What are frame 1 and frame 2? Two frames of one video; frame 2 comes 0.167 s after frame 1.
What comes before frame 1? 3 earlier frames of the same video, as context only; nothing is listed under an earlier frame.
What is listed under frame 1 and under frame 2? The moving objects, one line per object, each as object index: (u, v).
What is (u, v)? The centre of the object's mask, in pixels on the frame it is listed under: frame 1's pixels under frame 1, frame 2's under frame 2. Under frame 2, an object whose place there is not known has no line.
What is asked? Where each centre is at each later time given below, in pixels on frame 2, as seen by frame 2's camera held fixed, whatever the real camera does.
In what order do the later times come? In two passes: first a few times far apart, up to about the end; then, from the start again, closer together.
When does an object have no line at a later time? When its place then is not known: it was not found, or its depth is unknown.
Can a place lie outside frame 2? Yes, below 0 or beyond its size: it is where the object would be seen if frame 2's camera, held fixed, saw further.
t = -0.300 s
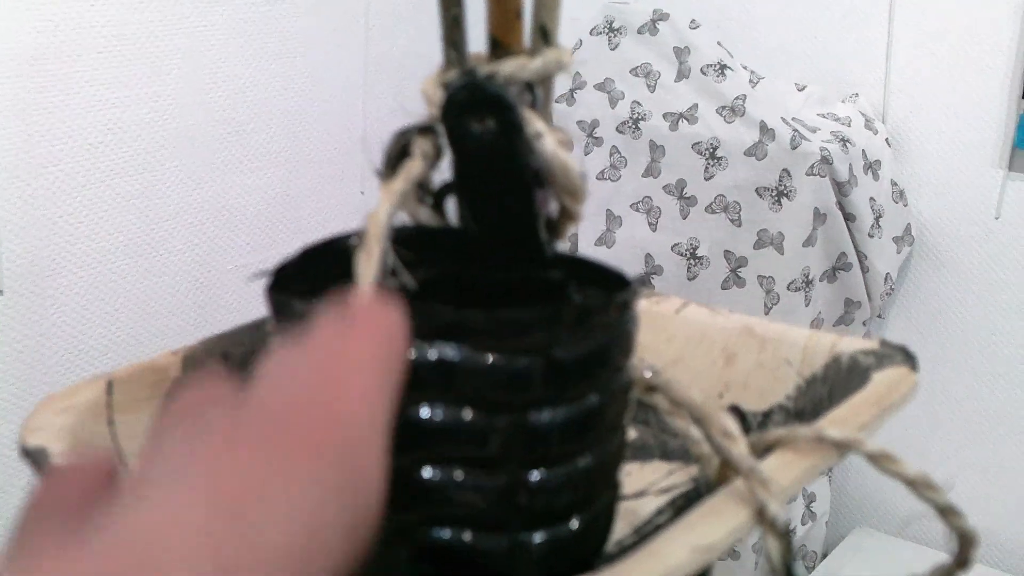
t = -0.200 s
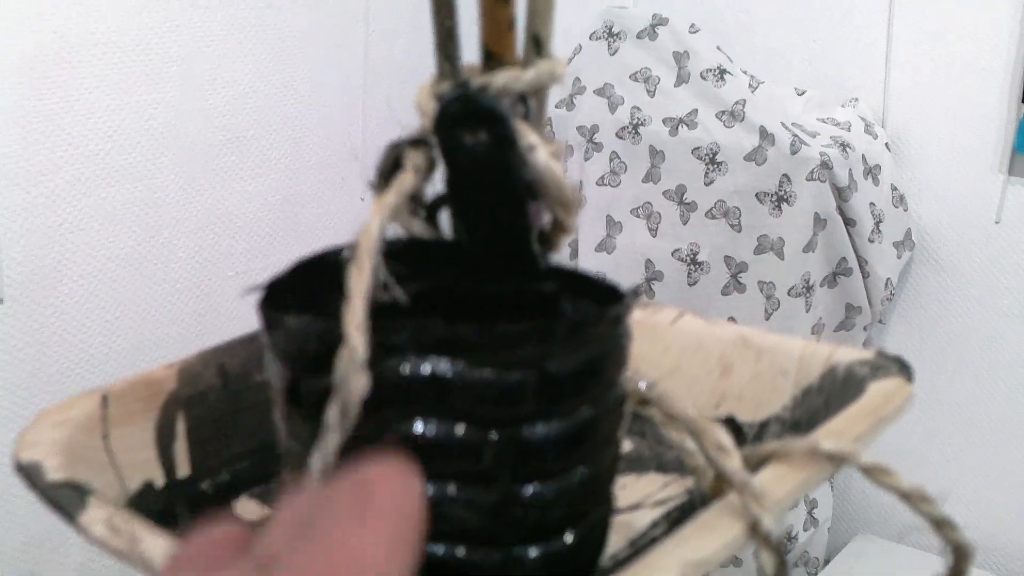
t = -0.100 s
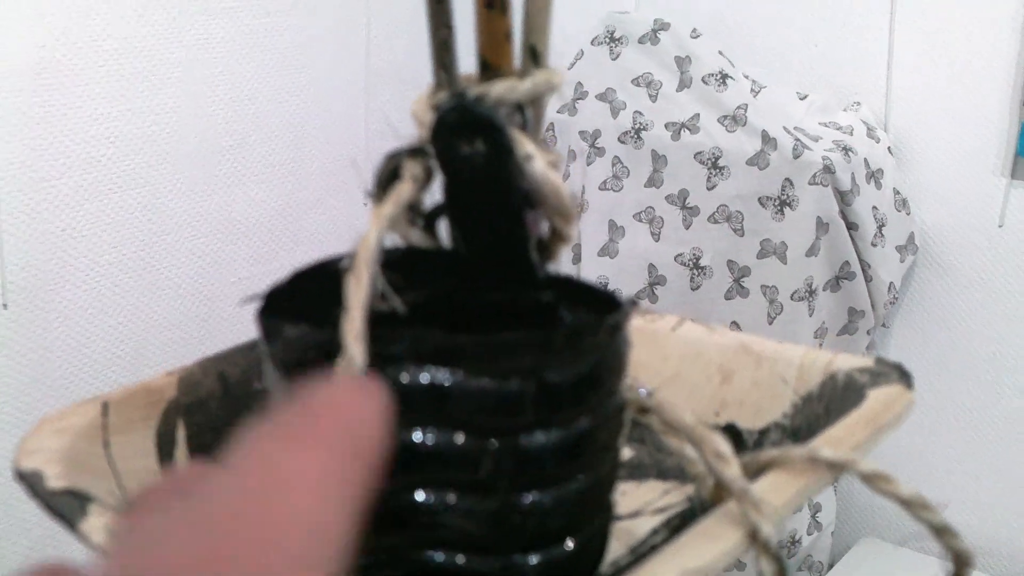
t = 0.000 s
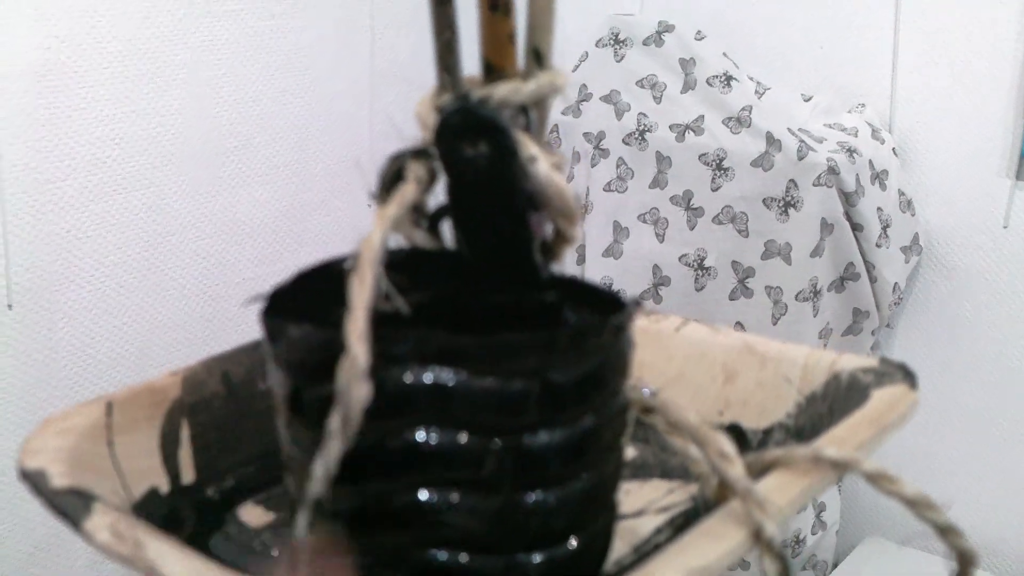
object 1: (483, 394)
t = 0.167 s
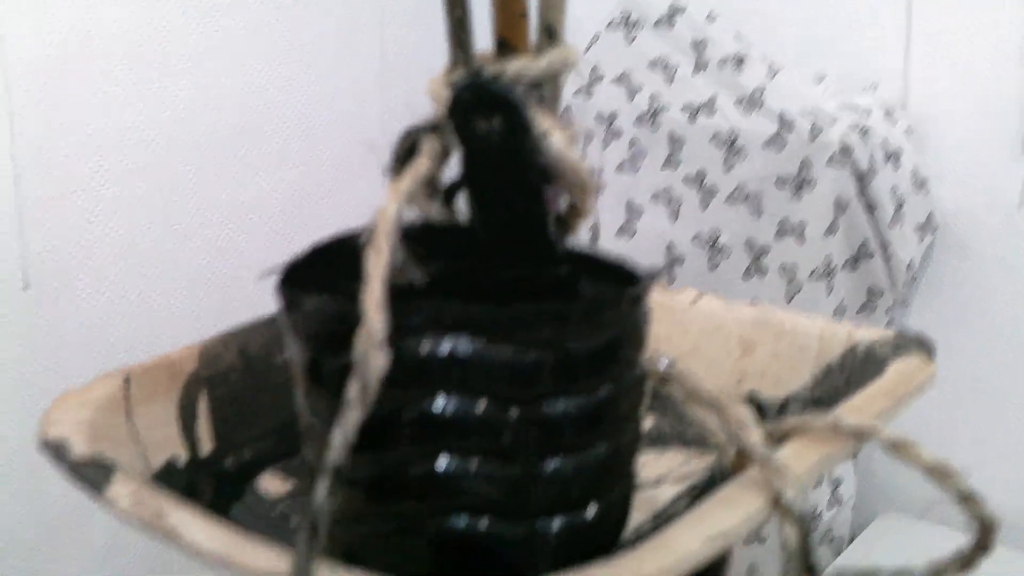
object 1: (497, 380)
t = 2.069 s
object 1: (500, 380)
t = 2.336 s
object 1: (500, 382)
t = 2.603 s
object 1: (504, 363)
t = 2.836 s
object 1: (506, 355)
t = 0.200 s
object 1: (497, 382)
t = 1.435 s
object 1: (499, 382)
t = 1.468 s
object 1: (482, 376)
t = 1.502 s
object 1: (500, 382)
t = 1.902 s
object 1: (499, 382)
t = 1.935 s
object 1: (499, 383)
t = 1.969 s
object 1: (500, 382)
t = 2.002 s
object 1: (500, 381)
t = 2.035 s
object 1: (501, 381)
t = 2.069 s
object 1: (500, 380)
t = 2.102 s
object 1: (501, 378)
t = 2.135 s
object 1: (501, 378)
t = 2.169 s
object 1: (501, 379)
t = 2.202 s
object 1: (501, 378)
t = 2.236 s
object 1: (501, 378)
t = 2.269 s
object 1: (501, 380)
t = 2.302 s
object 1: (500, 382)
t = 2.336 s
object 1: (500, 382)
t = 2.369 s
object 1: (500, 381)
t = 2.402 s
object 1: (500, 380)
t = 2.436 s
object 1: (501, 379)
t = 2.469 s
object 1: (501, 377)
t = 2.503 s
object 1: (502, 374)
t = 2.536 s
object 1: (483, 365)
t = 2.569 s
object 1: (504, 367)
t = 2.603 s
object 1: (504, 363)
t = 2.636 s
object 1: (483, 357)
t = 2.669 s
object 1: (506, 361)
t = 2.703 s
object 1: (482, 354)
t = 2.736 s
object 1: (482, 355)
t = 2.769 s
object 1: (482, 354)
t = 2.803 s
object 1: (481, 353)
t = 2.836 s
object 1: (506, 355)
